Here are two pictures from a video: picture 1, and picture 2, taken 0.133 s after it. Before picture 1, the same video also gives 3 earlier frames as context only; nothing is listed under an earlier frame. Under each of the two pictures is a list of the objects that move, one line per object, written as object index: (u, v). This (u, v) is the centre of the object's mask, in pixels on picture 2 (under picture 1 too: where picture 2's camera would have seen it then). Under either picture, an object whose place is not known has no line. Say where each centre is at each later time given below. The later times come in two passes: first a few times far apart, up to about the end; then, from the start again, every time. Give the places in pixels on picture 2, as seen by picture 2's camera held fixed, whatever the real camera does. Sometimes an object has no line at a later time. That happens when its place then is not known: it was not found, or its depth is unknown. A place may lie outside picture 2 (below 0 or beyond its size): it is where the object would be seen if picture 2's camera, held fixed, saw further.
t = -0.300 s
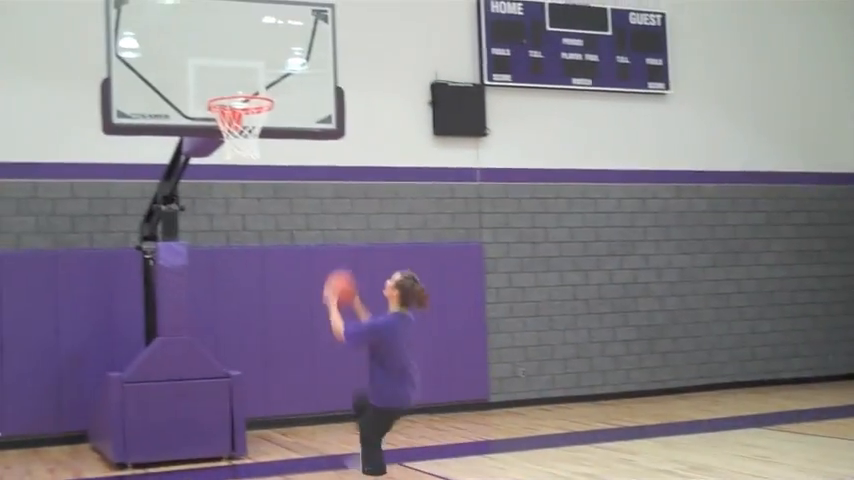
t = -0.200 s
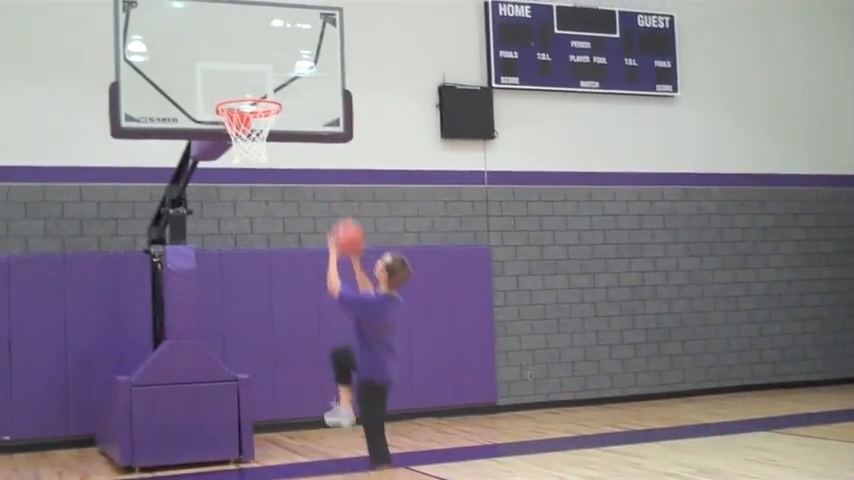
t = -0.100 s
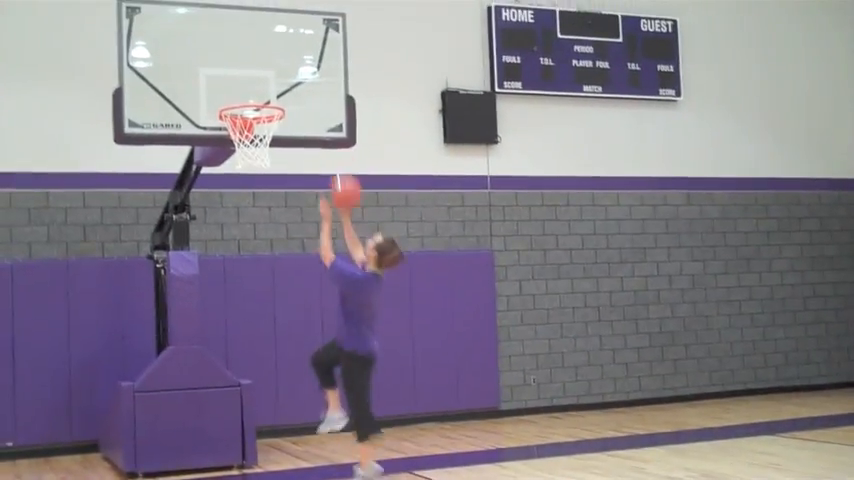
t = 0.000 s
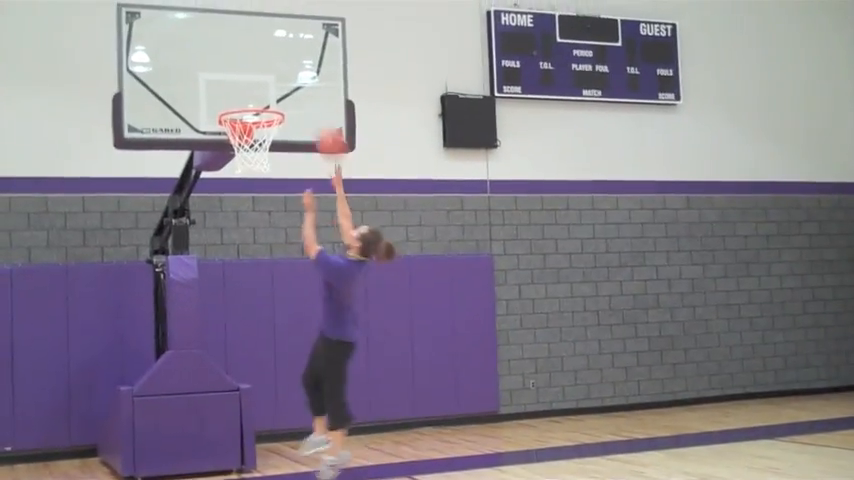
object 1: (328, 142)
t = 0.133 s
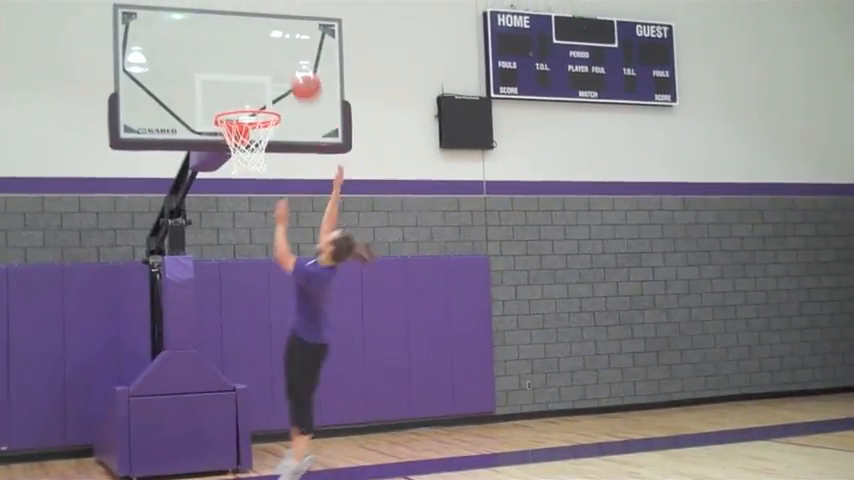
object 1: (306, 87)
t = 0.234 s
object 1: (290, 59)
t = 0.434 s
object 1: (263, 43)
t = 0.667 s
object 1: (254, 79)
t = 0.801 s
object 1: (251, 132)
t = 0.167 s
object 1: (301, 76)
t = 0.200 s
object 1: (295, 66)
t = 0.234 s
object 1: (290, 59)
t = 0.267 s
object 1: (286, 53)
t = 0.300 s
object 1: (281, 48)
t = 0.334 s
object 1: (277, 45)
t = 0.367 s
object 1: (272, 43)
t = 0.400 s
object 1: (268, 42)
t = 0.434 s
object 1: (263, 43)
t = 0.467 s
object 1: (260, 44)
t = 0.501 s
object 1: (259, 47)
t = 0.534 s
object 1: (257, 50)
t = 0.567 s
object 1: (257, 55)
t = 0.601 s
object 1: (256, 62)
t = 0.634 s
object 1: (255, 70)
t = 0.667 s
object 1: (254, 79)
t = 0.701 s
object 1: (253, 90)
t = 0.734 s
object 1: (253, 100)
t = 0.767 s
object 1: (253, 114)
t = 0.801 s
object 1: (251, 132)
